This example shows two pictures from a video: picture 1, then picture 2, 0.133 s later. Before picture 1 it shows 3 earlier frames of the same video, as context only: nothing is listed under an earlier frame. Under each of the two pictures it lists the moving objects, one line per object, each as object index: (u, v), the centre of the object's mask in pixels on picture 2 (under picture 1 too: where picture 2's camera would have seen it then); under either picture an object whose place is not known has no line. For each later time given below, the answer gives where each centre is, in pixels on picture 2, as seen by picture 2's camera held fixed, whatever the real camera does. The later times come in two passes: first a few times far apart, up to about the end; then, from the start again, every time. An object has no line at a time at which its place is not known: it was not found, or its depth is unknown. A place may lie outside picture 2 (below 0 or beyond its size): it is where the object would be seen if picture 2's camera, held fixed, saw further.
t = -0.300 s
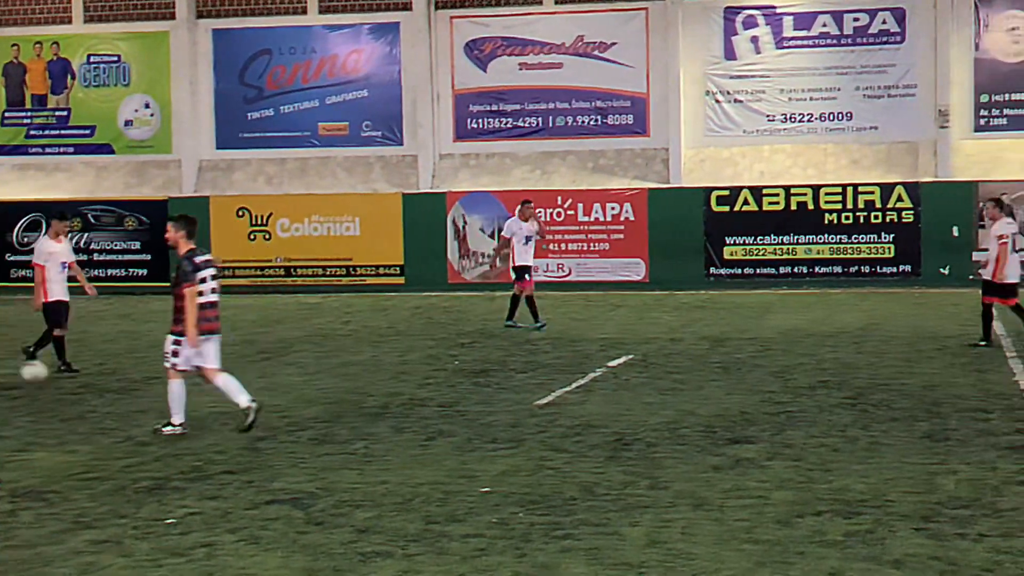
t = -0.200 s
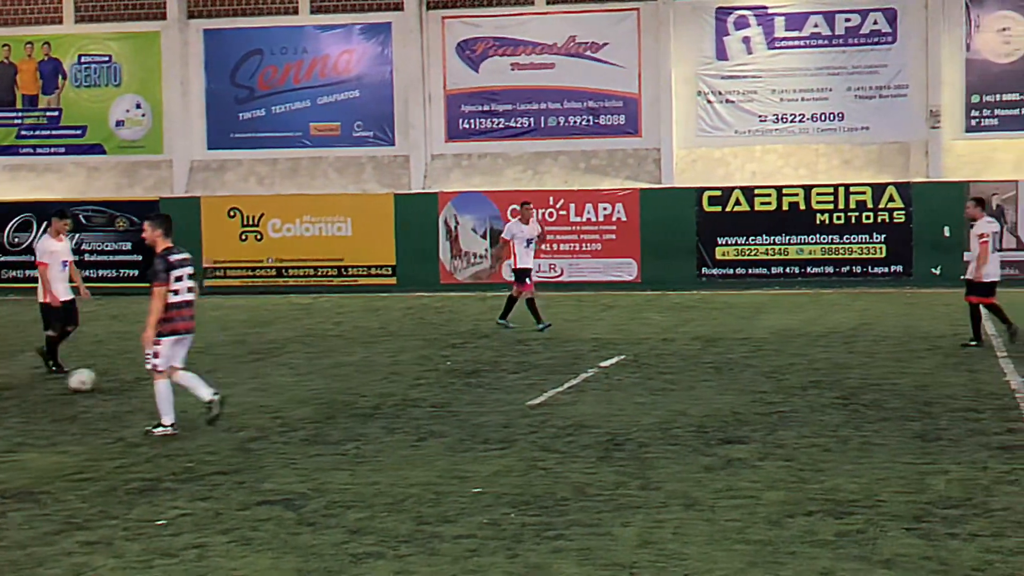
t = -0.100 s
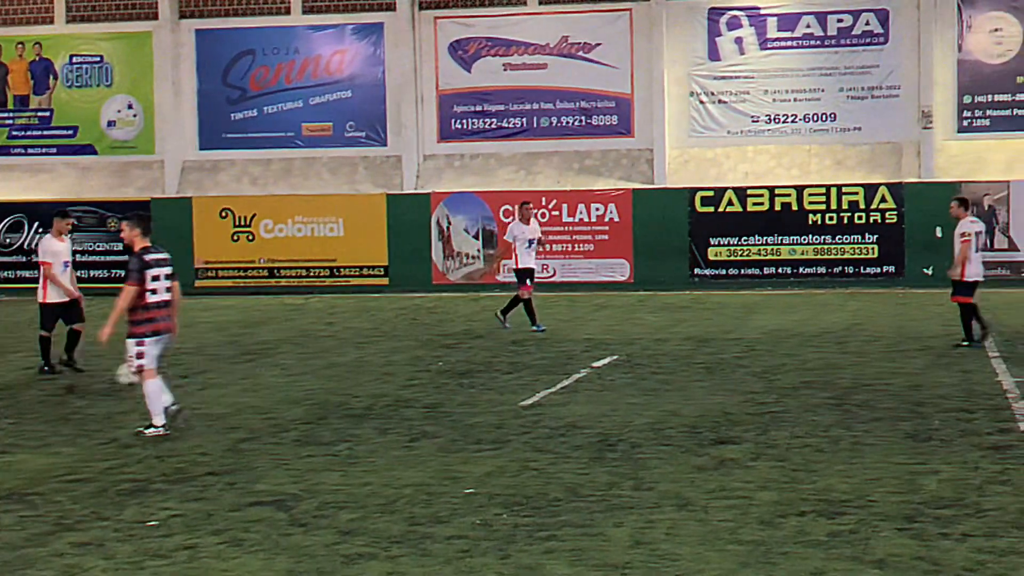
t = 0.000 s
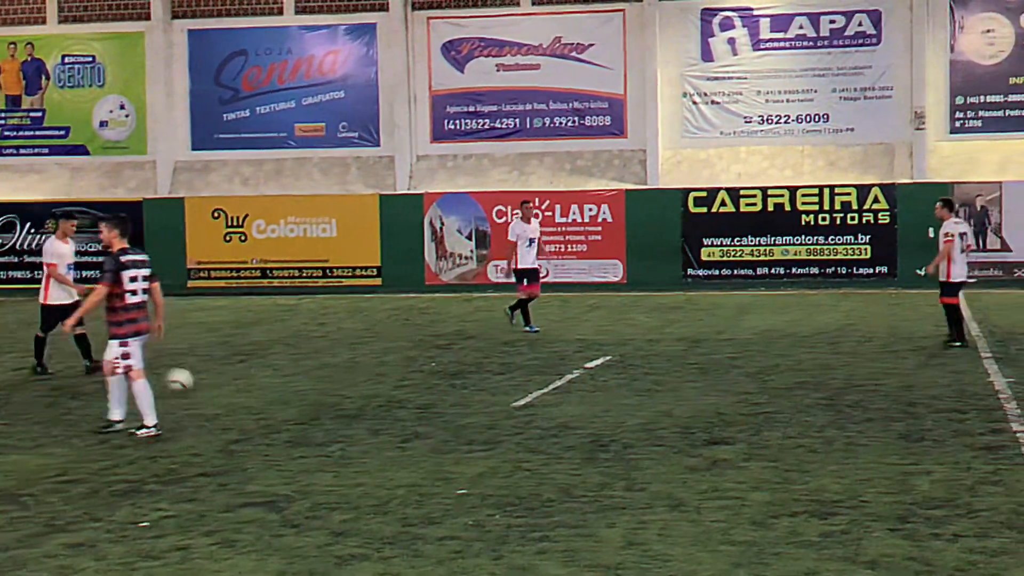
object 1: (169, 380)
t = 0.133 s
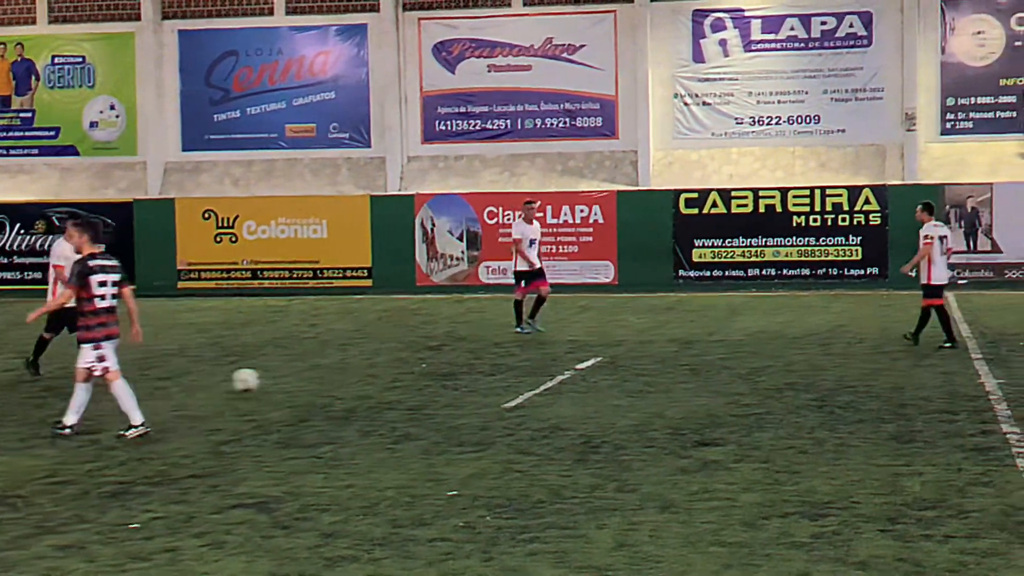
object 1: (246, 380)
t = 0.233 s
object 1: (302, 383)
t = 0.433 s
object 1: (415, 377)
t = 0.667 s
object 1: (543, 378)
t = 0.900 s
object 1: (670, 382)
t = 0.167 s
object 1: (265, 380)
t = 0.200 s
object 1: (283, 382)
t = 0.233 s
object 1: (302, 383)
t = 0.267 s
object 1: (322, 380)
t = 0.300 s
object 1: (340, 379)
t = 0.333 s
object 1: (359, 379)
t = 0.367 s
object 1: (378, 381)
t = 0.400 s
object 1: (396, 379)
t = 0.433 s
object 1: (415, 377)
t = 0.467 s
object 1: (434, 377)
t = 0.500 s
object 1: (452, 379)
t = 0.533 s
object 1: (470, 382)
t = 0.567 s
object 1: (488, 381)
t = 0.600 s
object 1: (507, 379)
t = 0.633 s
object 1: (525, 378)
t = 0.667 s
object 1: (543, 378)
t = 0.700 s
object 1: (561, 380)
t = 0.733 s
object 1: (578, 381)
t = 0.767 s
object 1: (597, 378)
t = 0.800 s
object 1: (615, 378)
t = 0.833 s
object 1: (633, 380)
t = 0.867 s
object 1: (652, 382)
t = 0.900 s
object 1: (670, 382)
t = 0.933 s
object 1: (687, 381)
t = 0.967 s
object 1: (707, 382)
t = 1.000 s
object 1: (724, 380)
